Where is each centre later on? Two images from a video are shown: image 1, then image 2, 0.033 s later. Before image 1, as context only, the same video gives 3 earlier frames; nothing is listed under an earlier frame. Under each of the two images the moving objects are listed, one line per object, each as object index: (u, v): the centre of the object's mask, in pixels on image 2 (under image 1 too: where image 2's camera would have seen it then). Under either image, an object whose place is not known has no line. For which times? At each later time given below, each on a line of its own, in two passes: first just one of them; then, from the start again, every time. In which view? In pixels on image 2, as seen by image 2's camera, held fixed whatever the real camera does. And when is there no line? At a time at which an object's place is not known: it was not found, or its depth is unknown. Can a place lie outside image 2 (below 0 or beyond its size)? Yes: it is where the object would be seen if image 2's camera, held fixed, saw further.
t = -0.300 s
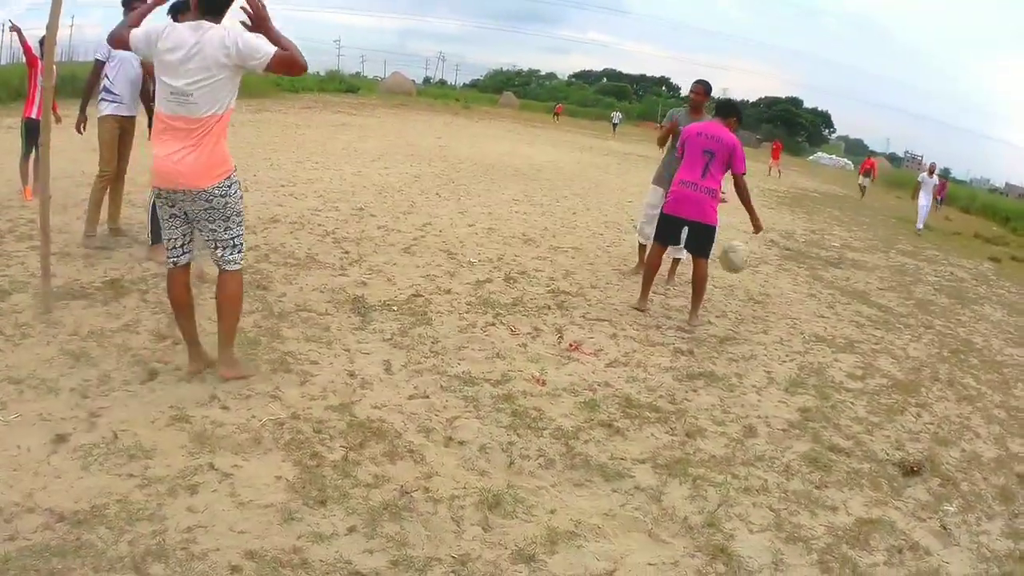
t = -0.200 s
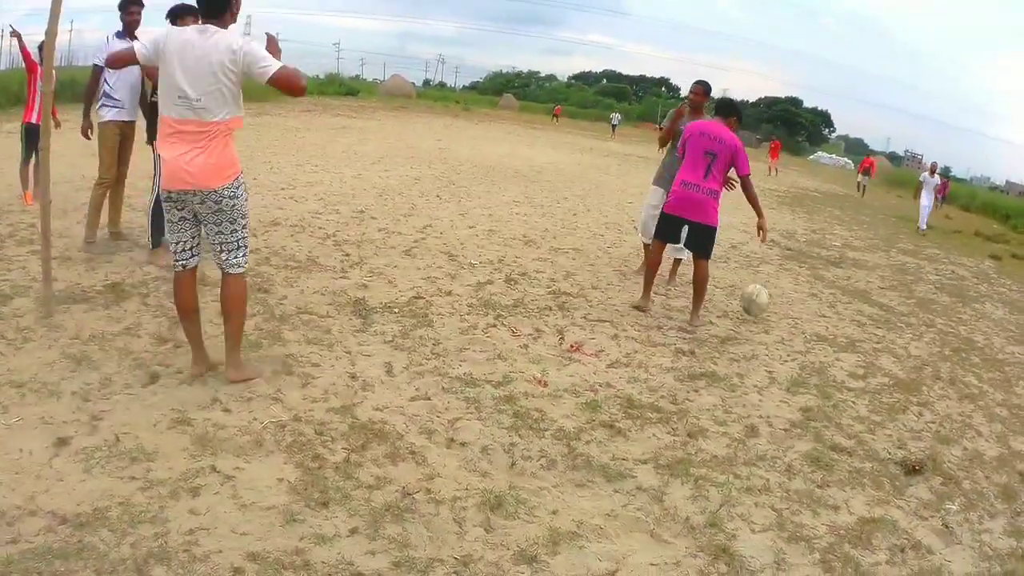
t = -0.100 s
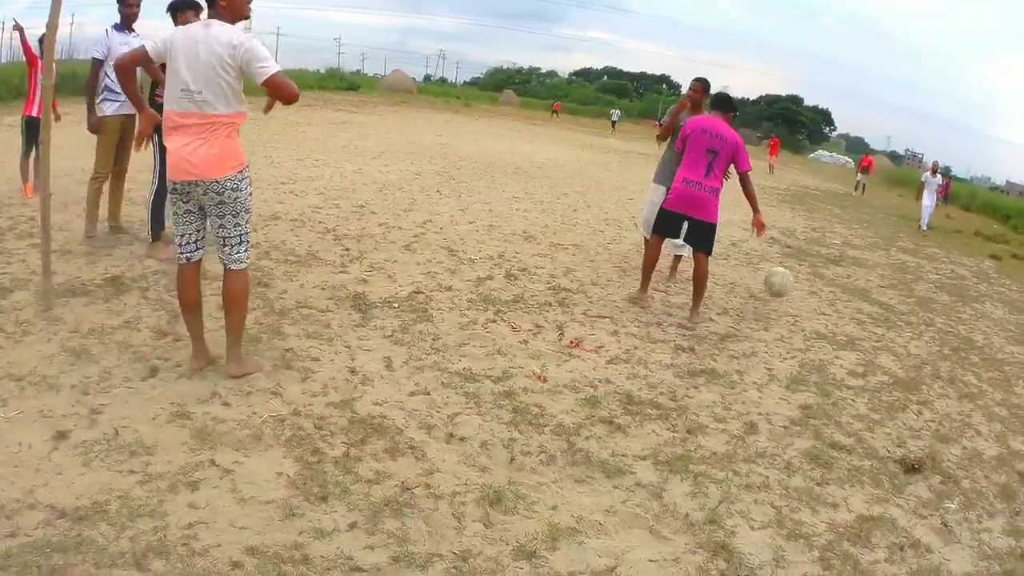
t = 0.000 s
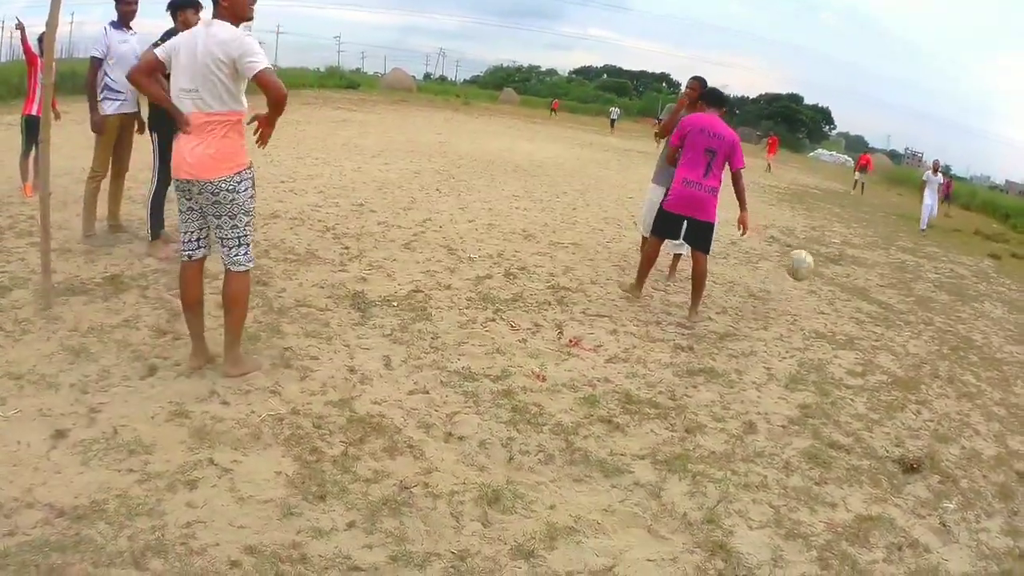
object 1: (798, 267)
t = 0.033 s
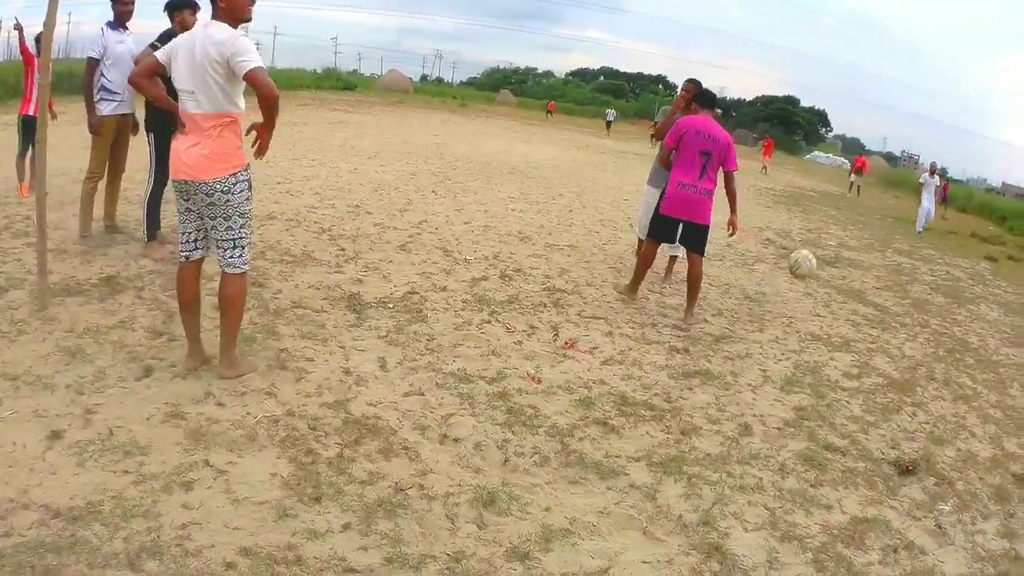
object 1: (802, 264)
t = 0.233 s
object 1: (826, 280)
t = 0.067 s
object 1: (807, 264)
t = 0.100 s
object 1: (812, 265)
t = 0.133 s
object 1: (816, 266)
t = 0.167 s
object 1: (820, 270)
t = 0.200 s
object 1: (822, 274)
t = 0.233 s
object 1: (826, 280)
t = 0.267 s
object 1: (830, 285)
